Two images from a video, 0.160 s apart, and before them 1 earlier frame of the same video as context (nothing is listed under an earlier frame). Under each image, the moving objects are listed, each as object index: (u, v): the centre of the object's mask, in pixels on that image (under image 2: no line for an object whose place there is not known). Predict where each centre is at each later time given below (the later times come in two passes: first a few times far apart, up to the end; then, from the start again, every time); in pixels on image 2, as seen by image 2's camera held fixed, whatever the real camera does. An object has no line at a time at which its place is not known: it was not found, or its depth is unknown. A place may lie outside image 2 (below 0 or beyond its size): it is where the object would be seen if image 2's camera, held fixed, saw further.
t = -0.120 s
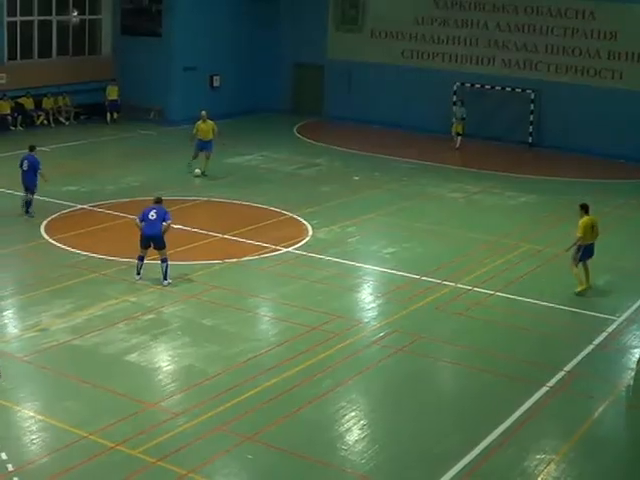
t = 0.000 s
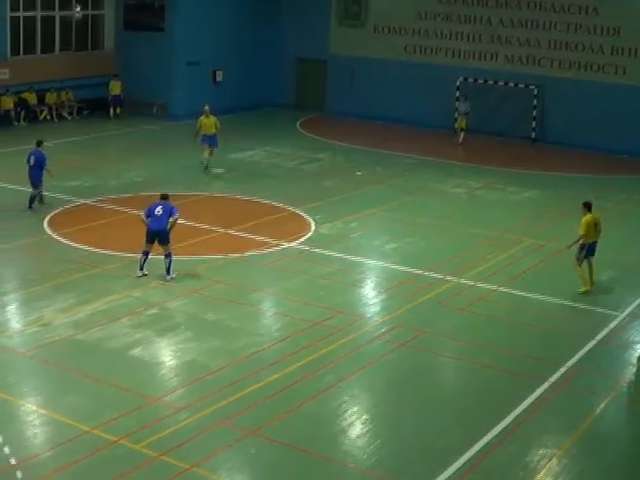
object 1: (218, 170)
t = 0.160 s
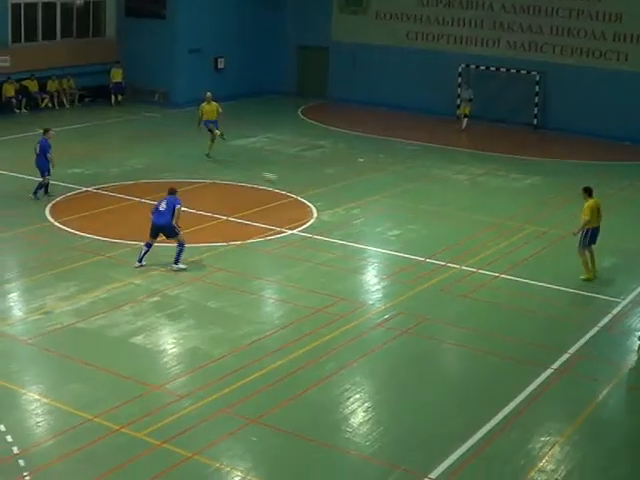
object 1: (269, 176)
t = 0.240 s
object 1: (294, 182)
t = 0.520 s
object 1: (389, 215)
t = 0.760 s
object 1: (472, 241)
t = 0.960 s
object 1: (541, 263)
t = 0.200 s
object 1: (281, 179)
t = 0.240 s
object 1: (294, 182)
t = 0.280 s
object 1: (308, 187)
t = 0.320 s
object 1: (321, 193)
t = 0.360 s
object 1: (334, 198)
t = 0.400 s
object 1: (349, 203)
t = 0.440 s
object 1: (362, 206)
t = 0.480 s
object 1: (375, 210)
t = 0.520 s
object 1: (389, 215)
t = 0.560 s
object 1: (404, 220)
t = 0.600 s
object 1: (418, 224)
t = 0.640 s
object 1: (431, 228)
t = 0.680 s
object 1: (445, 231)
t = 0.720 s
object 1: (458, 236)
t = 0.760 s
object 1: (472, 241)
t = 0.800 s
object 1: (485, 245)
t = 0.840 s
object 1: (499, 248)
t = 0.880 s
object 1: (513, 252)
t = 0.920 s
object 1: (527, 258)
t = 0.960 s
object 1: (541, 263)
